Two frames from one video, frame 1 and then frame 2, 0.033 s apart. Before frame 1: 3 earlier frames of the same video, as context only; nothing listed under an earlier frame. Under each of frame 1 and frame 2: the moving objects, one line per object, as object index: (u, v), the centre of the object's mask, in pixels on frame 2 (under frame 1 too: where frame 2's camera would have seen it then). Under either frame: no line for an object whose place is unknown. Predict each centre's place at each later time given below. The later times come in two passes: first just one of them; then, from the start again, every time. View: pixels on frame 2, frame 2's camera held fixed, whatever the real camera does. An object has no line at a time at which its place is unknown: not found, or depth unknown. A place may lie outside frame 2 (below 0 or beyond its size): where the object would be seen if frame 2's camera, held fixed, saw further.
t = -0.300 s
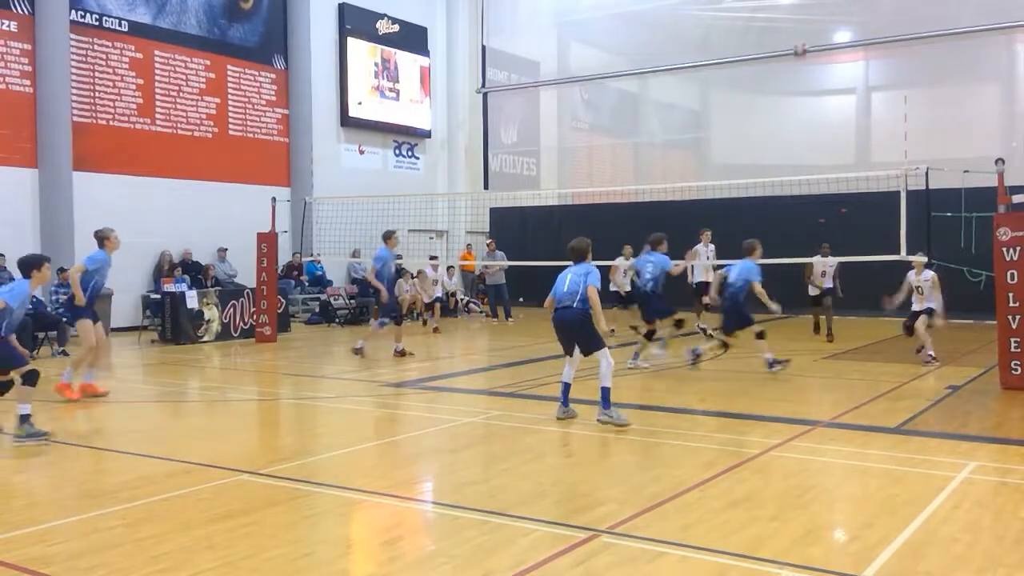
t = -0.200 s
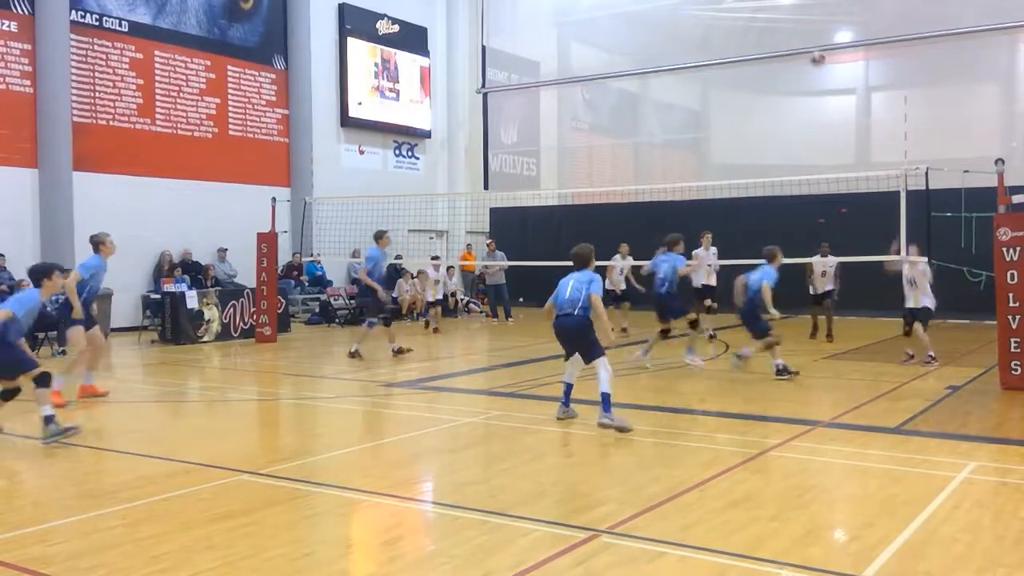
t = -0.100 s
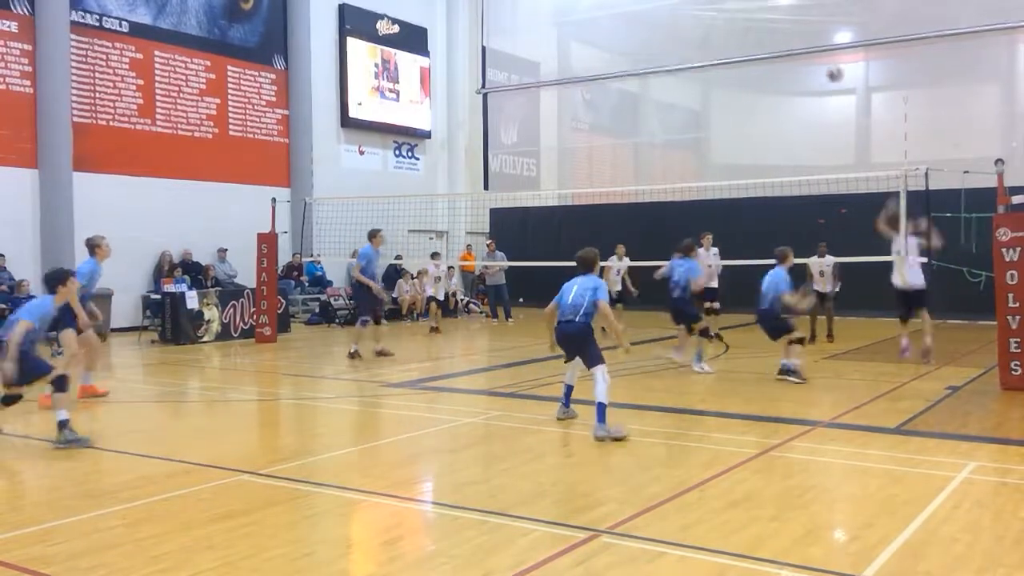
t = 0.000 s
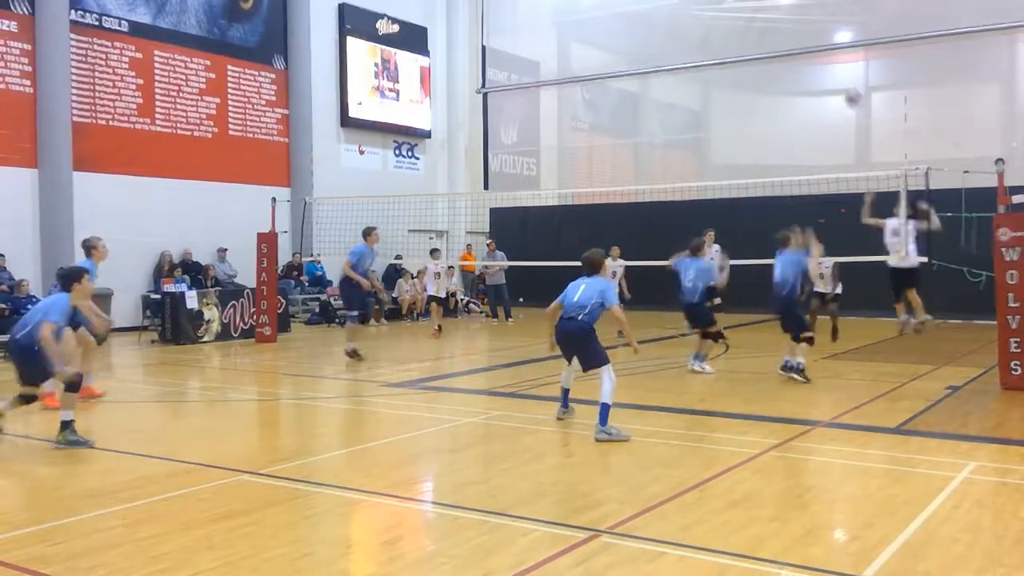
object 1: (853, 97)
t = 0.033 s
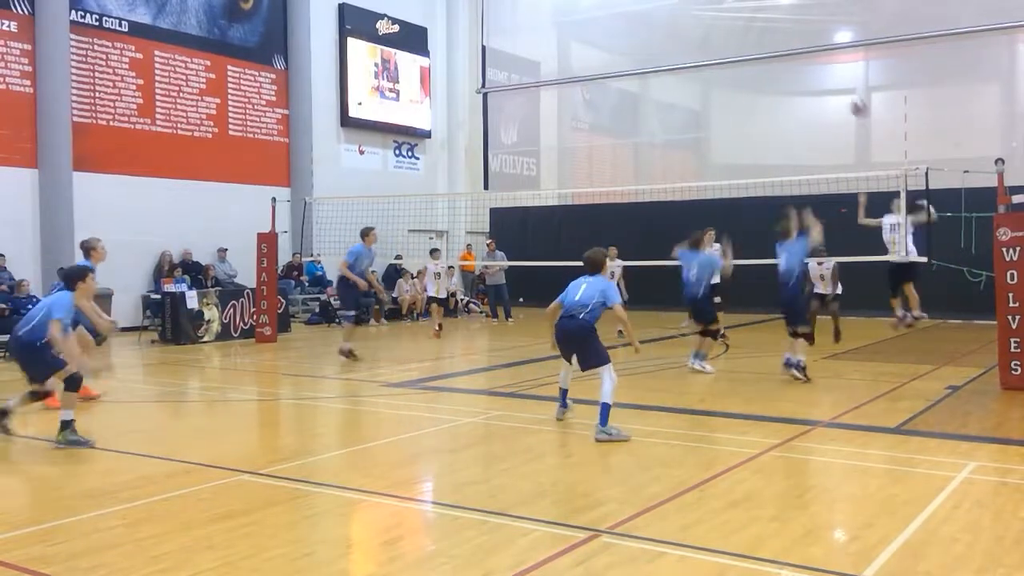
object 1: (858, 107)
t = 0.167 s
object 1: (880, 153)
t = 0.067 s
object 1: (864, 119)
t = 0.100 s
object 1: (871, 130)
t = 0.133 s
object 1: (878, 143)
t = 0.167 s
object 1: (880, 153)
